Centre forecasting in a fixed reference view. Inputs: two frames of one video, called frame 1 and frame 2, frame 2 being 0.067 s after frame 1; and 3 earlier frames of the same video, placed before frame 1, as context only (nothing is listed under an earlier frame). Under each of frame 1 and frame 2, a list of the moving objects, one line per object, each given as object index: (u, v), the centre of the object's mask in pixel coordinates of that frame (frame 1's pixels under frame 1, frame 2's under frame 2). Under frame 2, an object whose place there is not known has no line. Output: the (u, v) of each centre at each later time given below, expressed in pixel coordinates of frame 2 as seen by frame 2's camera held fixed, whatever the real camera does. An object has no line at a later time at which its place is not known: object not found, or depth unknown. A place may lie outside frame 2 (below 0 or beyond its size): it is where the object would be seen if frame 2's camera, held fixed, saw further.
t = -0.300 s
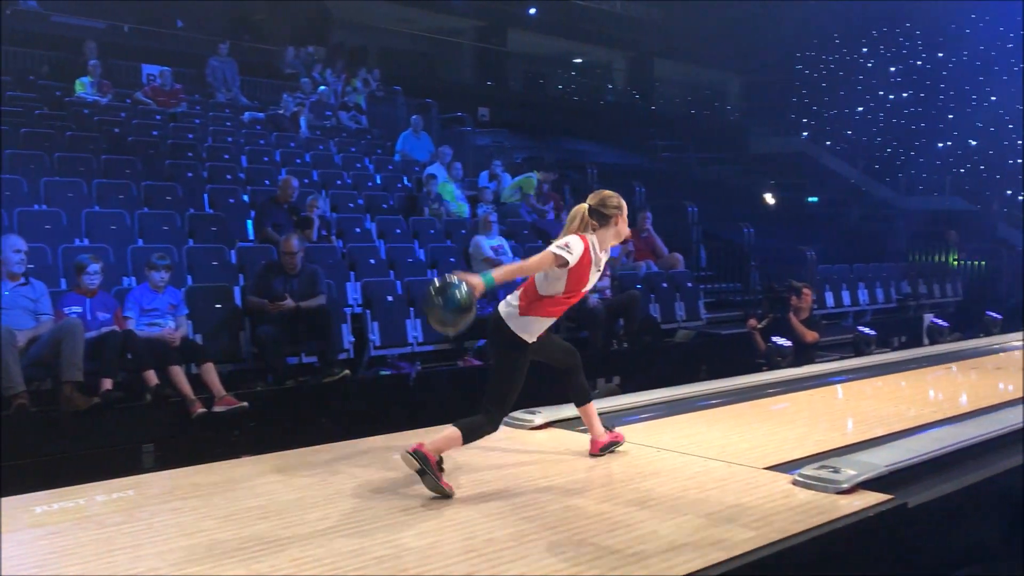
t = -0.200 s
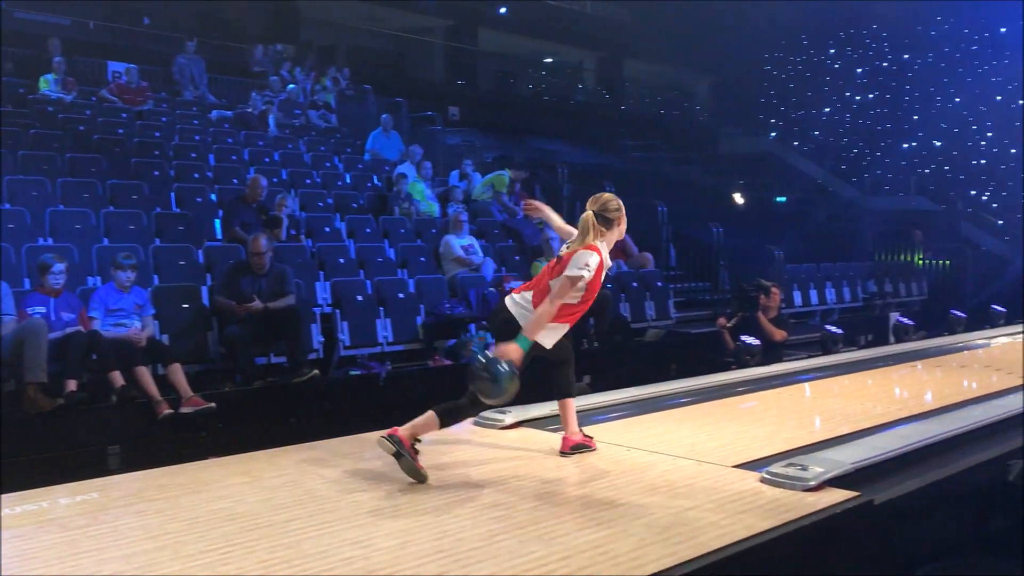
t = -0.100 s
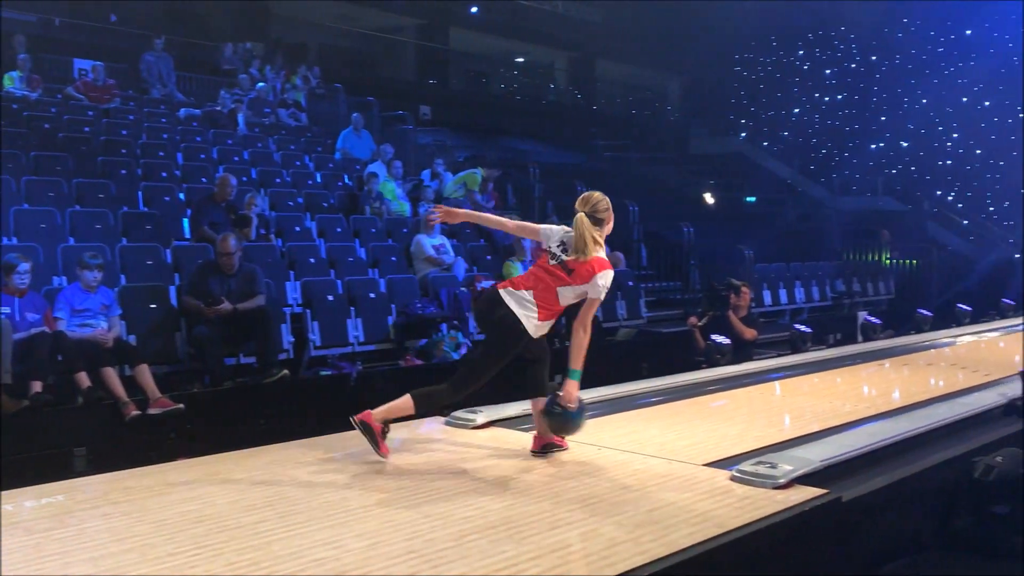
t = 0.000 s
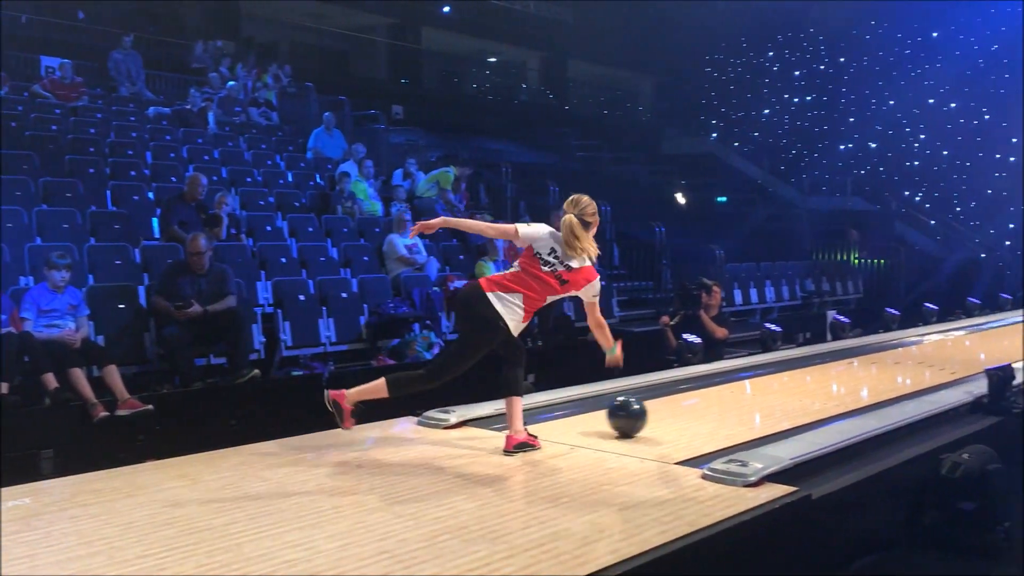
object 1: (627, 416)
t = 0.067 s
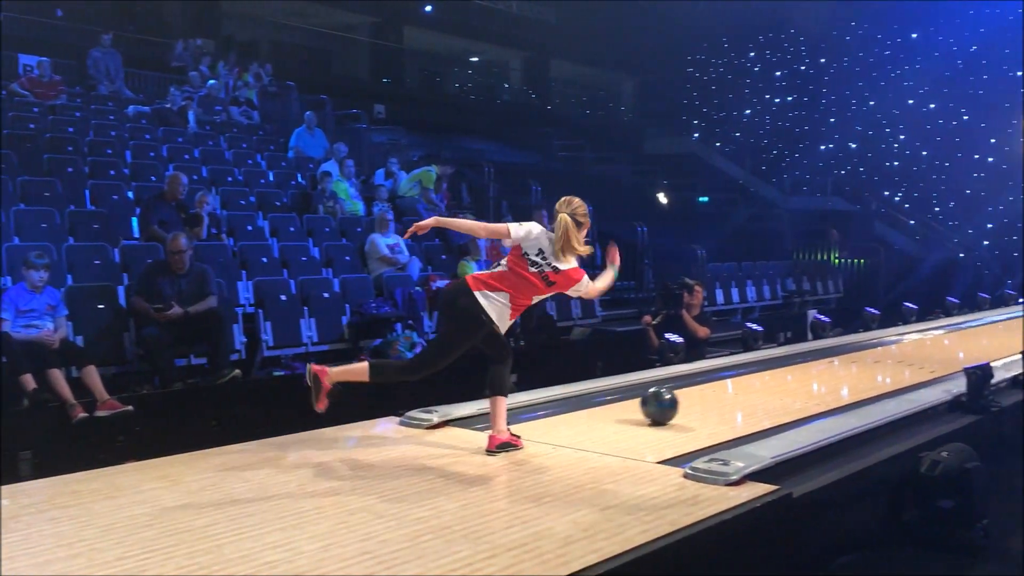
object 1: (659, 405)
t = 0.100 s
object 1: (682, 401)
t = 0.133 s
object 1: (703, 396)
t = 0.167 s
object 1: (723, 393)
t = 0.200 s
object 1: (741, 388)
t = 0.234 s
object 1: (759, 384)
